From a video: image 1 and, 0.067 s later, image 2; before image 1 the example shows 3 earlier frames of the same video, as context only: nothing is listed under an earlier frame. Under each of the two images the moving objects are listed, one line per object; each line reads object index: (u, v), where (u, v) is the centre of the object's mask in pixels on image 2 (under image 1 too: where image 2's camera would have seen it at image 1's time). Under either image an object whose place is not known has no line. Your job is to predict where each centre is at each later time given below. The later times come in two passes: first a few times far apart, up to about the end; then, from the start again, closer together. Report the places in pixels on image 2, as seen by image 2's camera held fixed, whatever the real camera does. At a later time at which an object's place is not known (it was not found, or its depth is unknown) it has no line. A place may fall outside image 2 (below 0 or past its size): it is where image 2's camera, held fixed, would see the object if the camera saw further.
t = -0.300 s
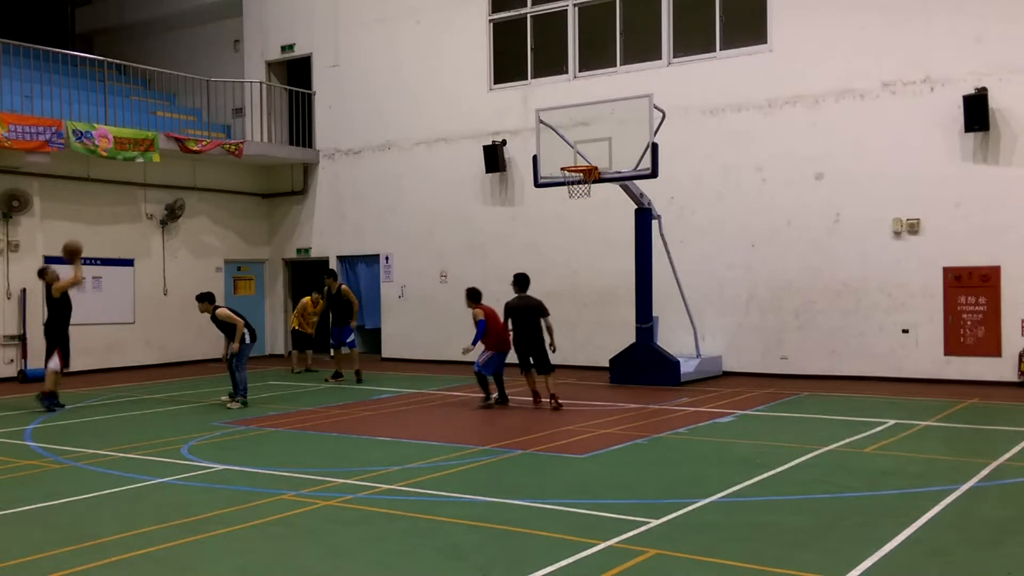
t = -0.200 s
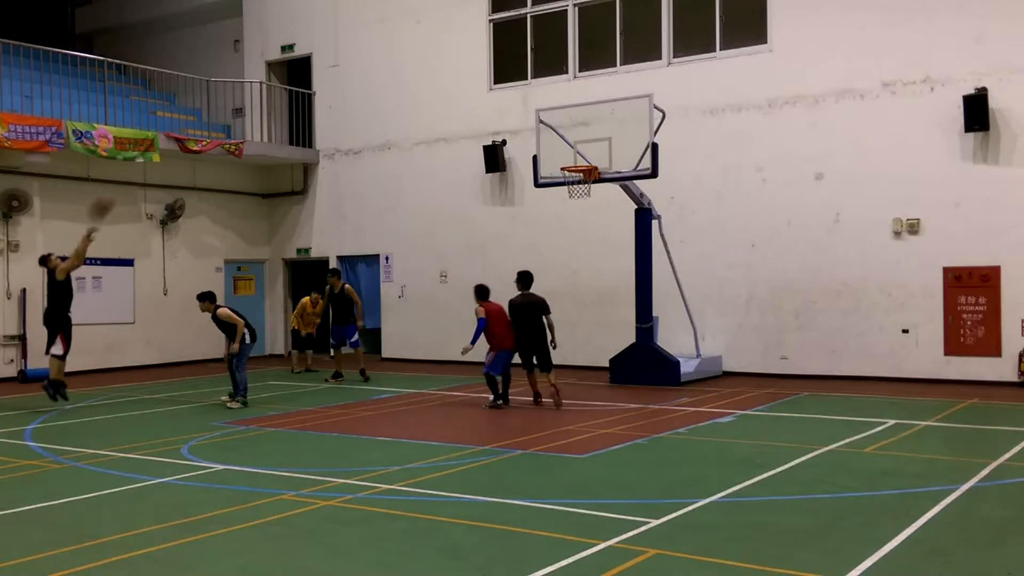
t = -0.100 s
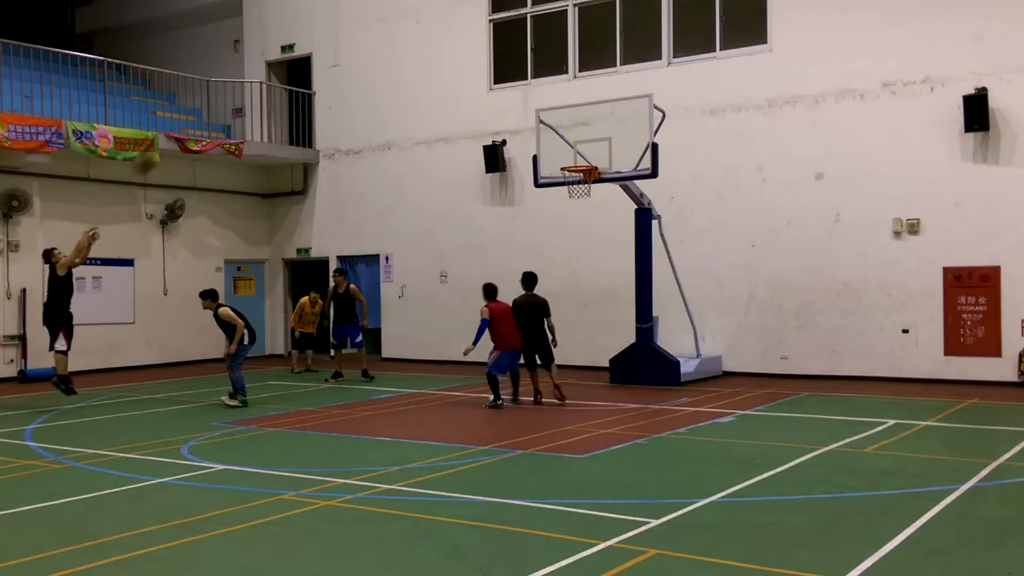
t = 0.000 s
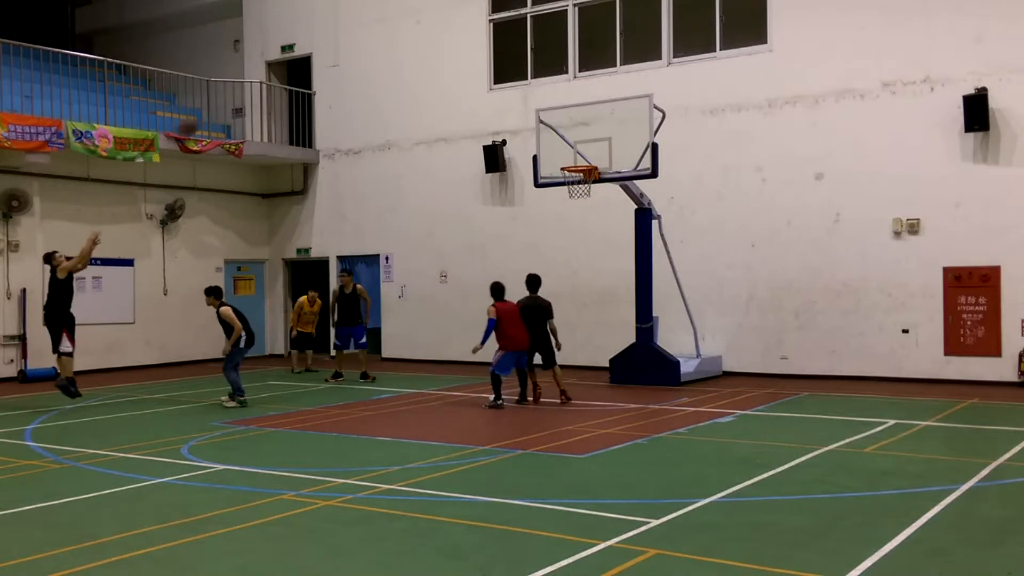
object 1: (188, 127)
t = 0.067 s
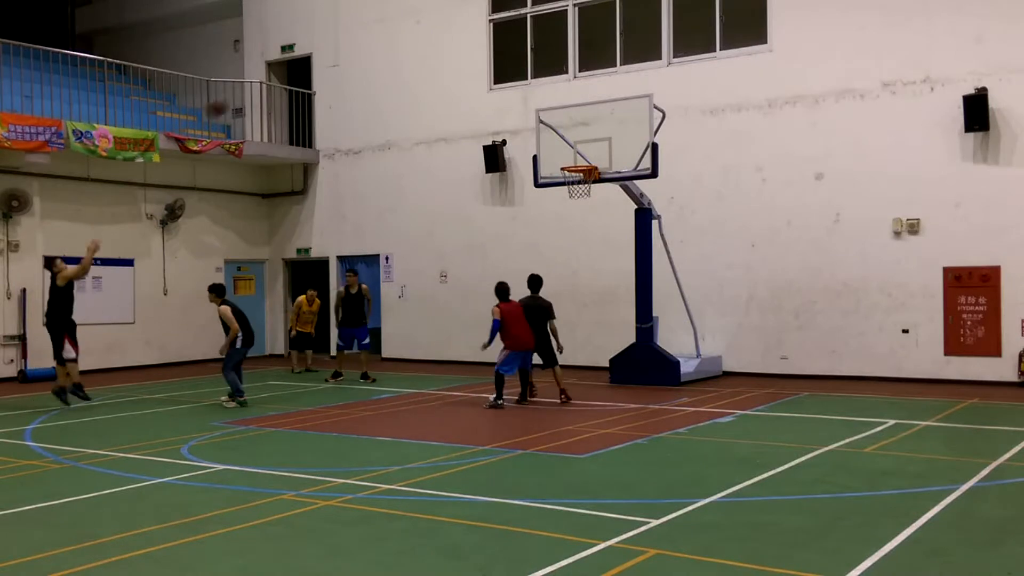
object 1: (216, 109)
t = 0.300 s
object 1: (316, 66)
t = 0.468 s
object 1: (385, 64)
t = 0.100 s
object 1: (230, 100)
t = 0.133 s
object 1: (244, 92)
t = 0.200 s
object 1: (274, 77)
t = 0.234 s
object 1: (288, 72)
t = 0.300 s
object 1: (316, 66)
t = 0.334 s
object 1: (330, 64)
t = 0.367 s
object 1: (344, 63)
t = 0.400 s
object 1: (358, 62)
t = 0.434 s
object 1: (372, 63)
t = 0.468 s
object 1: (385, 64)
